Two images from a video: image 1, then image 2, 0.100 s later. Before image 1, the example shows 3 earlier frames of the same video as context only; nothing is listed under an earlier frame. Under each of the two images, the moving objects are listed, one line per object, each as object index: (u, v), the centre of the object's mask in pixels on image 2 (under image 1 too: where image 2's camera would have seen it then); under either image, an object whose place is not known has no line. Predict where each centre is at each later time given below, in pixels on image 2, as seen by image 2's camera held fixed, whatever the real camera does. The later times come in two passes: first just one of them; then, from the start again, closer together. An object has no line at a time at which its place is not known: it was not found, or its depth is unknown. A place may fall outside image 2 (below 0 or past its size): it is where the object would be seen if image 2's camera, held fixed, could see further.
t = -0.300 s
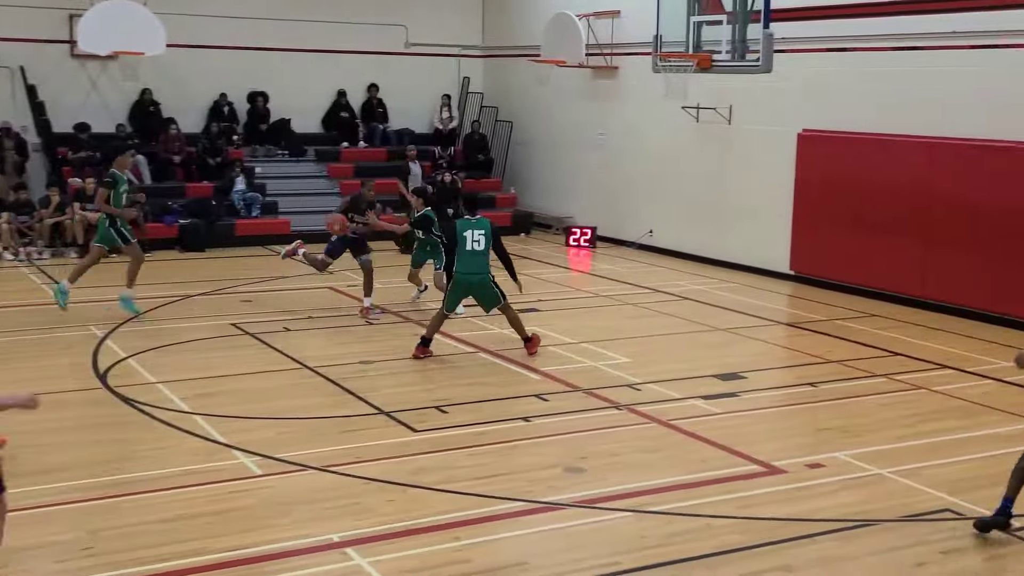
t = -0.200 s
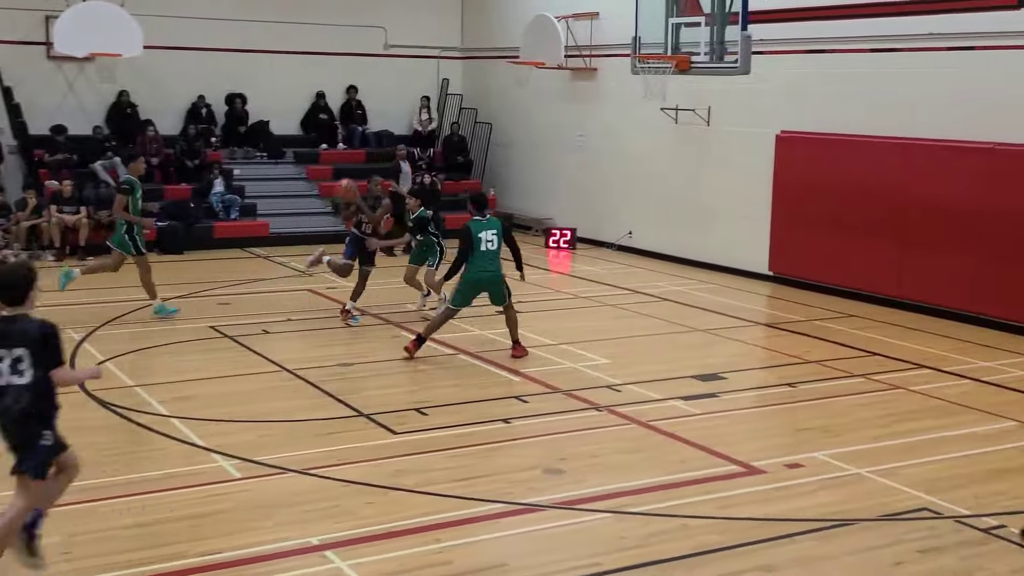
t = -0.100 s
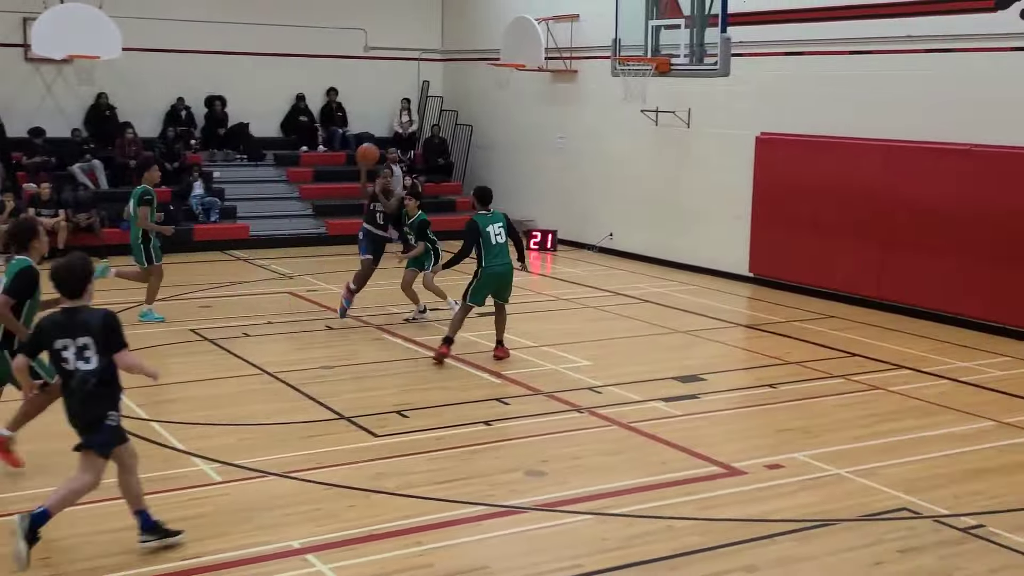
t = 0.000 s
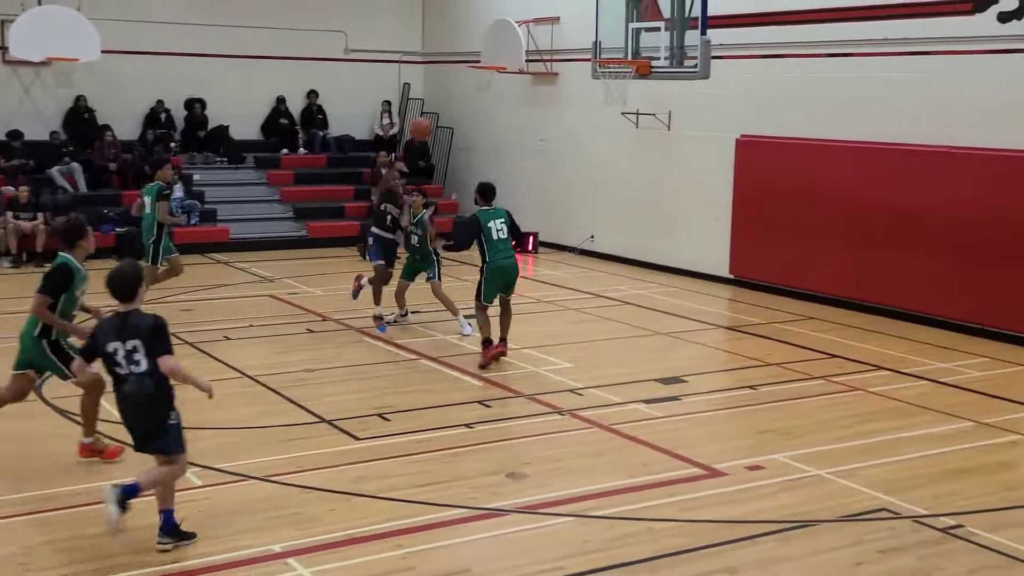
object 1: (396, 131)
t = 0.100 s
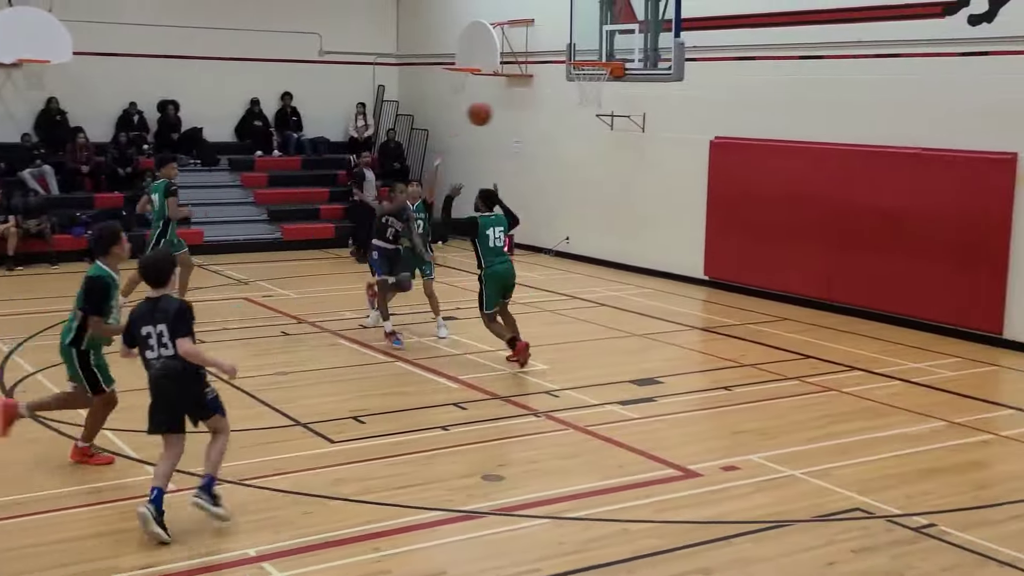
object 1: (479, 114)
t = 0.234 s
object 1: (604, 103)
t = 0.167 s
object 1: (540, 106)
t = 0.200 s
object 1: (571, 104)
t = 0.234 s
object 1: (604, 103)
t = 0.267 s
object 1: (638, 102)
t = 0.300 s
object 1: (674, 103)
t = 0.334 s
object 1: (710, 105)
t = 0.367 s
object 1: (748, 107)
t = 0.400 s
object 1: (787, 112)
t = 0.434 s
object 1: (829, 118)
